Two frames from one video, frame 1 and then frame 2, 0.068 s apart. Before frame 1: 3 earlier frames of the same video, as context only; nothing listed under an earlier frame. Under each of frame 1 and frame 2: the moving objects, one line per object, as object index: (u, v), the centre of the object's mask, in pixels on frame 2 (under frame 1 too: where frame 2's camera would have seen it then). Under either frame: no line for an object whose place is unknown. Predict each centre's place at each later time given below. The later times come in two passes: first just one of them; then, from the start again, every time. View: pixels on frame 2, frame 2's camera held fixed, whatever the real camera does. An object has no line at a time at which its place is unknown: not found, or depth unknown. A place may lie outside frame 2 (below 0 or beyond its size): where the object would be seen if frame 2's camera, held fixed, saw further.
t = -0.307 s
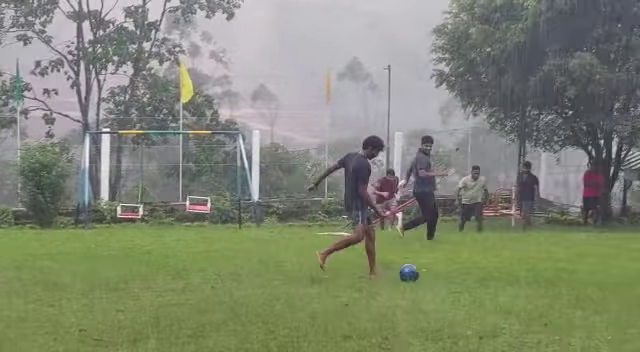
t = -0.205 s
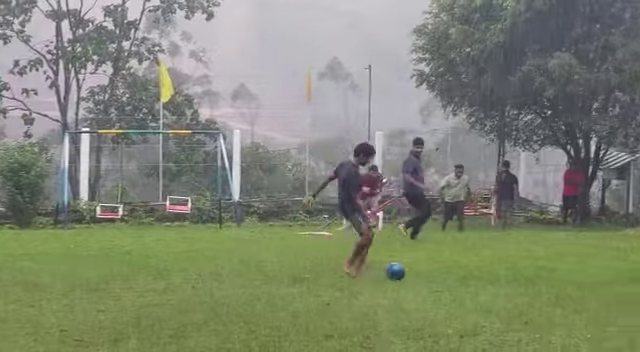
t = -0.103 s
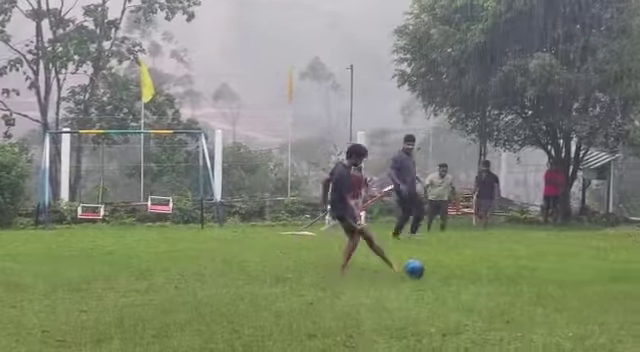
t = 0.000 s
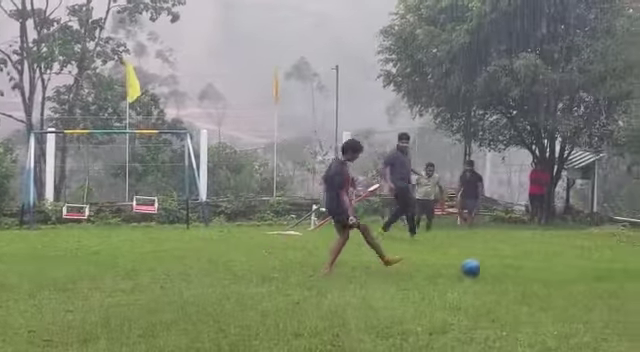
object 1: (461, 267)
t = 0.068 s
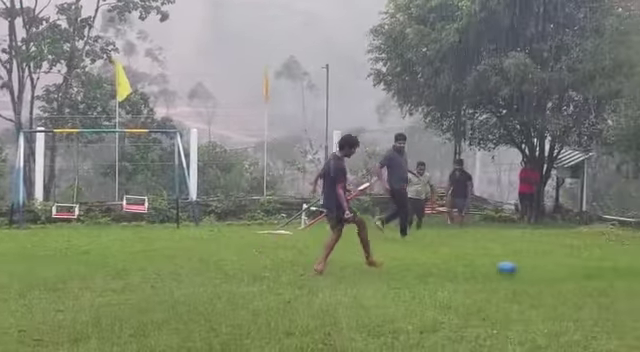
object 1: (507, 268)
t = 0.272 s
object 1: (612, 266)
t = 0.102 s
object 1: (526, 267)
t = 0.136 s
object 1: (544, 265)
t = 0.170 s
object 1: (560, 265)
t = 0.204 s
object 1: (579, 265)
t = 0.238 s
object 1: (596, 265)
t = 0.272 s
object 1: (612, 266)
